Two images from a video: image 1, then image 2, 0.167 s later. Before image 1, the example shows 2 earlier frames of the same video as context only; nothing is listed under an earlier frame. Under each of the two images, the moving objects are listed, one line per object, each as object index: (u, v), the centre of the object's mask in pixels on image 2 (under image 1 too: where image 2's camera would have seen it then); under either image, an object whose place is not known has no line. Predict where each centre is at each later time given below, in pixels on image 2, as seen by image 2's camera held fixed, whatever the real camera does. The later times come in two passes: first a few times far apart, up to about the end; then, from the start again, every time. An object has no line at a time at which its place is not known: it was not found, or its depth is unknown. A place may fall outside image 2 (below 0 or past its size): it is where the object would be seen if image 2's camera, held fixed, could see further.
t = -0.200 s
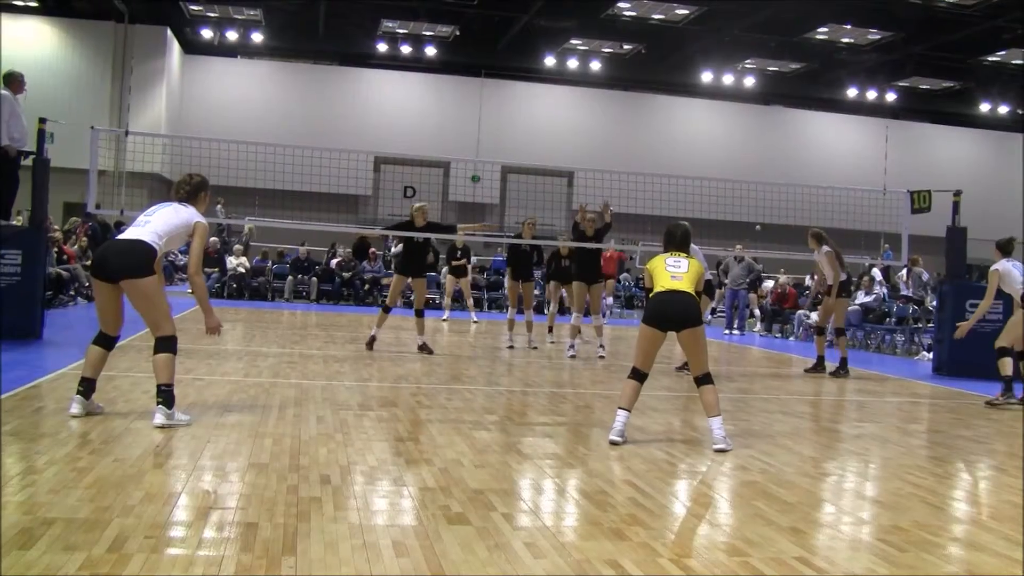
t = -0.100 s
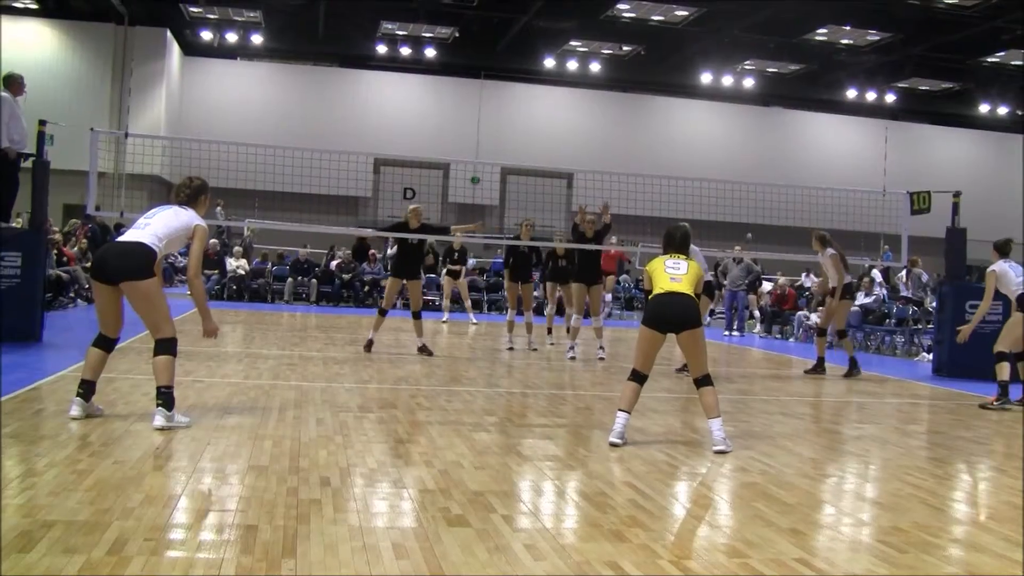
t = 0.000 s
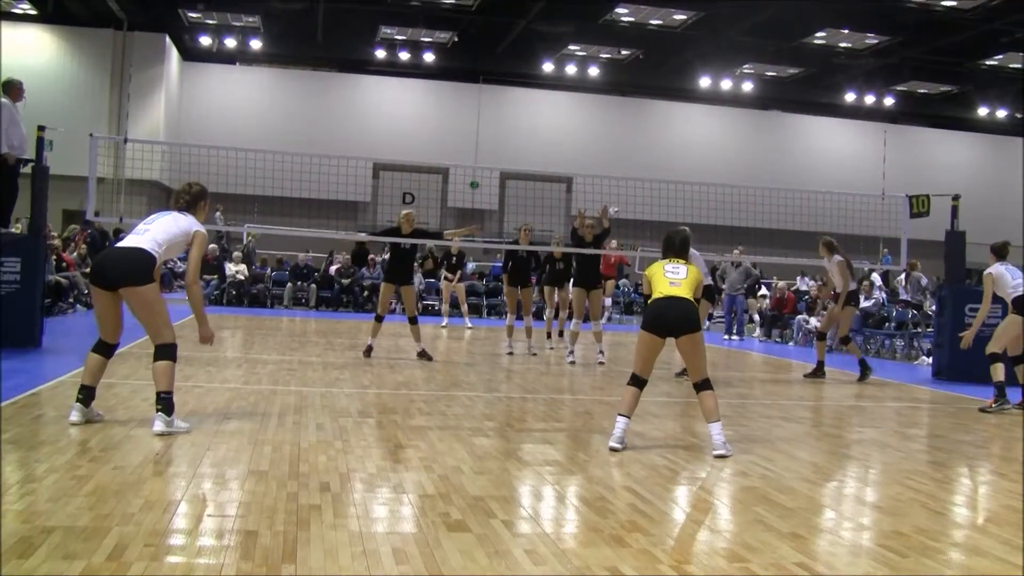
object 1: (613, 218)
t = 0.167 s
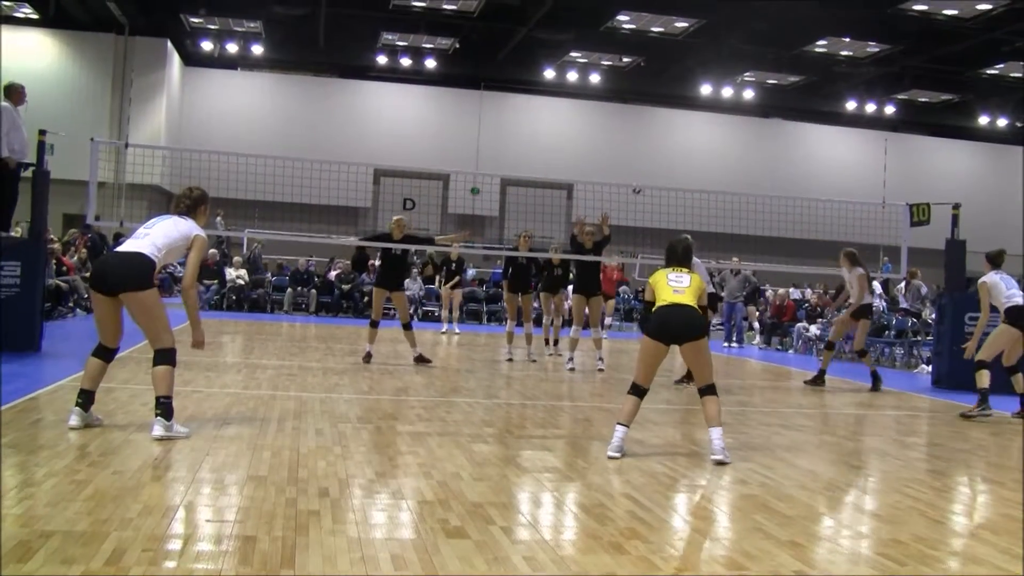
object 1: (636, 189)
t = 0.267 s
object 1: (650, 176)
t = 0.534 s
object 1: (691, 163)
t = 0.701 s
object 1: (721, 176)
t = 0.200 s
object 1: (641, 182)
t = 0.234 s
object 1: (645, 179)
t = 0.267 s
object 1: (650, 176)
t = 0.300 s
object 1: (655, 173)
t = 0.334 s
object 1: (659, 170)
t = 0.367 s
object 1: (664, 168)
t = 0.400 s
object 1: (669, 166)
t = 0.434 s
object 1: (674, 163)
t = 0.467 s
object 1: (679, 164)
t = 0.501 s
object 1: (685, 163)
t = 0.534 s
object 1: (691, 163)
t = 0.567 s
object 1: (696, 165)
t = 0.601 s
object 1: (702, 165)
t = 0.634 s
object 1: (708, 168)
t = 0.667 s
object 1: (715, 171)
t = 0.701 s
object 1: (721, 176)
